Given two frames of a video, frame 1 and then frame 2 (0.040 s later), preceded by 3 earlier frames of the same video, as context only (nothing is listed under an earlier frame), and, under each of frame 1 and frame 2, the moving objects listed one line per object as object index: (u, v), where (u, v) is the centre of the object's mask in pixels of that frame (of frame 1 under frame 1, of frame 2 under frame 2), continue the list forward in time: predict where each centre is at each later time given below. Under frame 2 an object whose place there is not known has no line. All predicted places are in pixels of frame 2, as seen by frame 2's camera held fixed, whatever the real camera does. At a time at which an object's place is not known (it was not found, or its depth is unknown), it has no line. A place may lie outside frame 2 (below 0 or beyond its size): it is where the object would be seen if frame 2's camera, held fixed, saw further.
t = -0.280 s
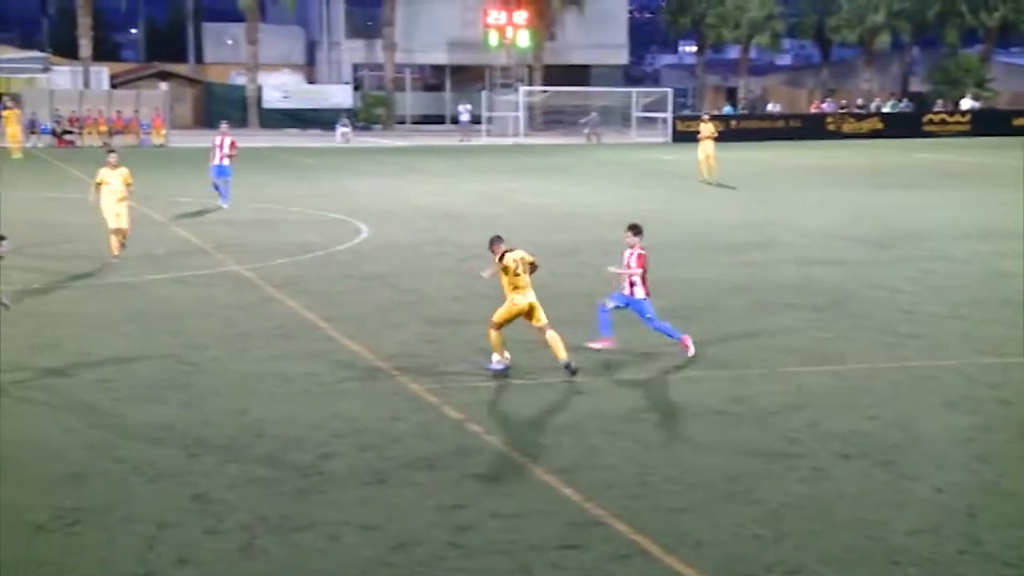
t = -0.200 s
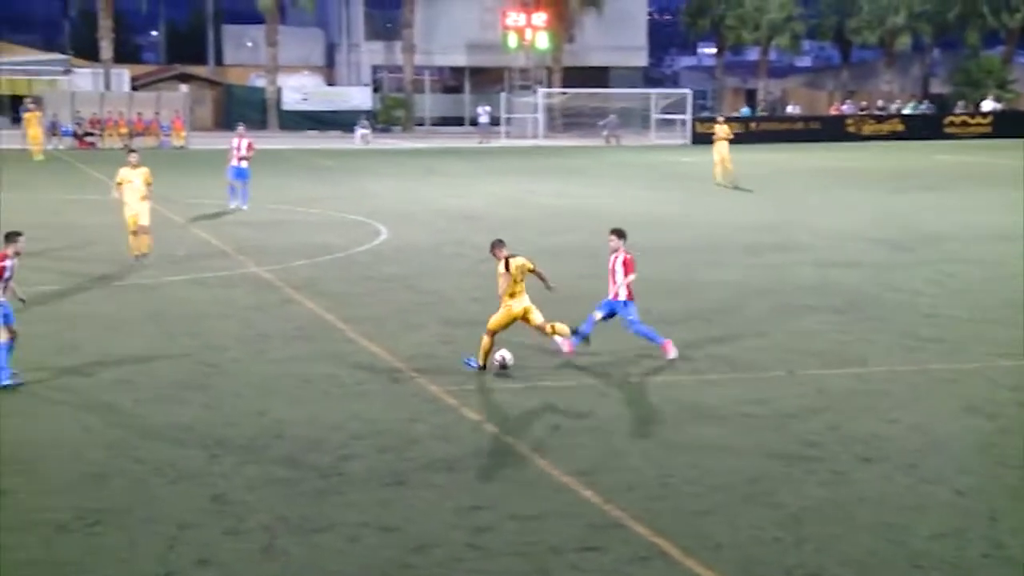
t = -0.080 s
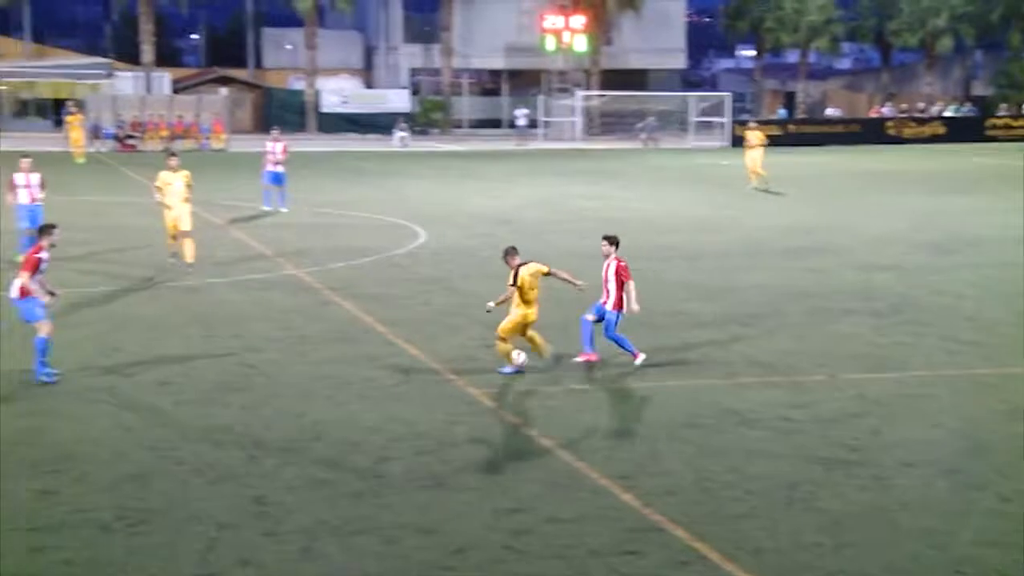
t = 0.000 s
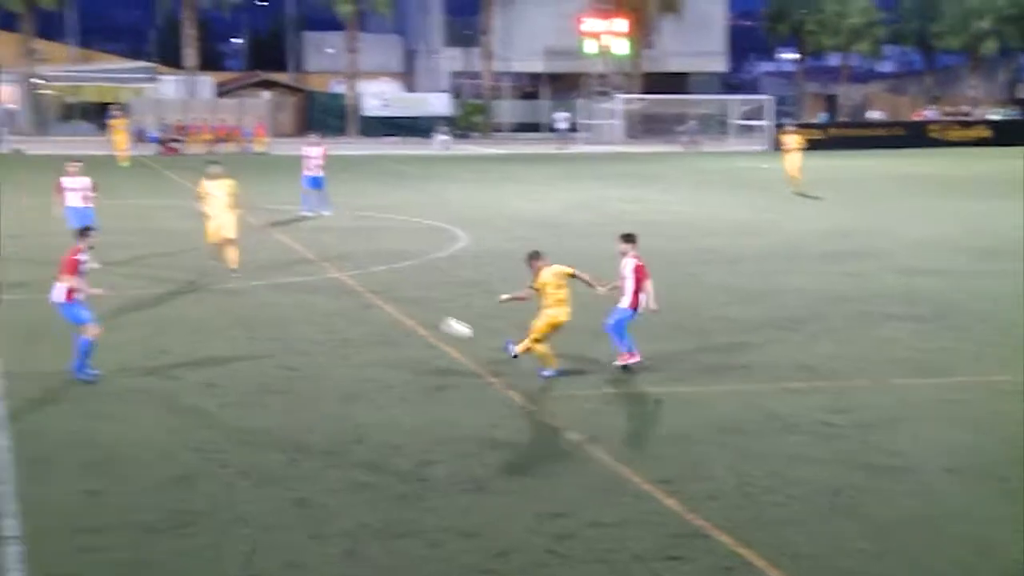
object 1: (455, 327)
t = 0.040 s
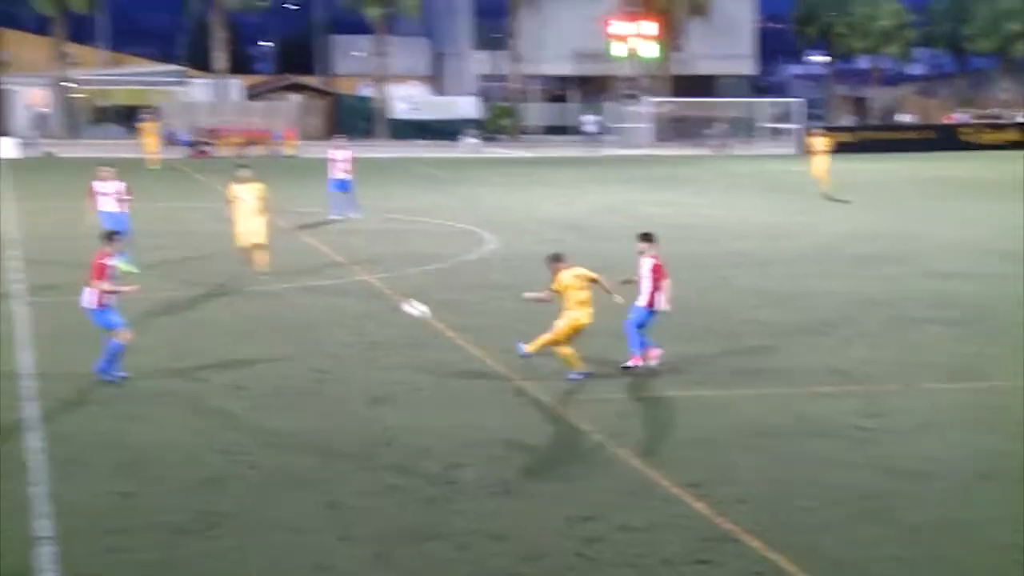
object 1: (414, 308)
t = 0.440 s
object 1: (-248, 171)
